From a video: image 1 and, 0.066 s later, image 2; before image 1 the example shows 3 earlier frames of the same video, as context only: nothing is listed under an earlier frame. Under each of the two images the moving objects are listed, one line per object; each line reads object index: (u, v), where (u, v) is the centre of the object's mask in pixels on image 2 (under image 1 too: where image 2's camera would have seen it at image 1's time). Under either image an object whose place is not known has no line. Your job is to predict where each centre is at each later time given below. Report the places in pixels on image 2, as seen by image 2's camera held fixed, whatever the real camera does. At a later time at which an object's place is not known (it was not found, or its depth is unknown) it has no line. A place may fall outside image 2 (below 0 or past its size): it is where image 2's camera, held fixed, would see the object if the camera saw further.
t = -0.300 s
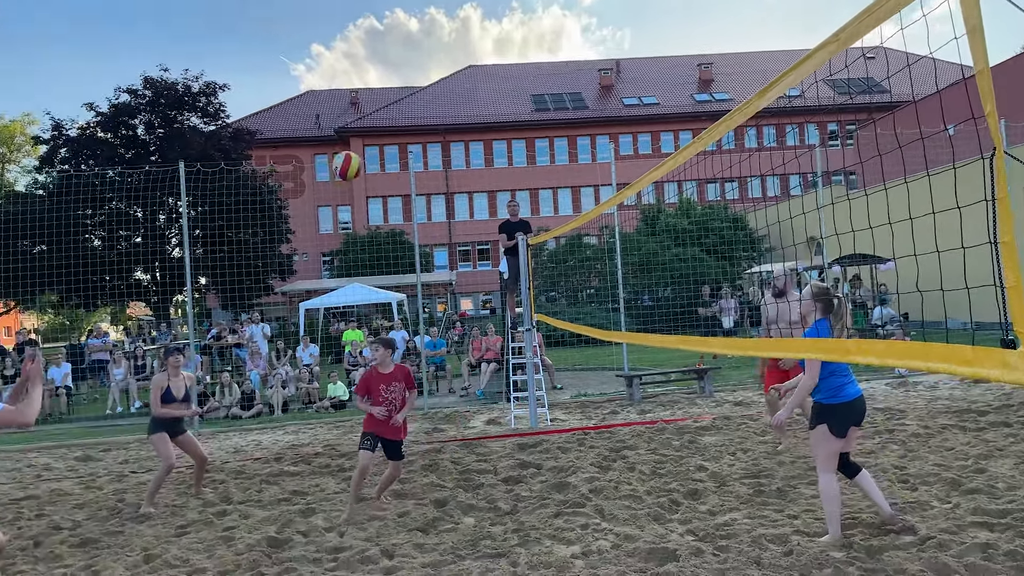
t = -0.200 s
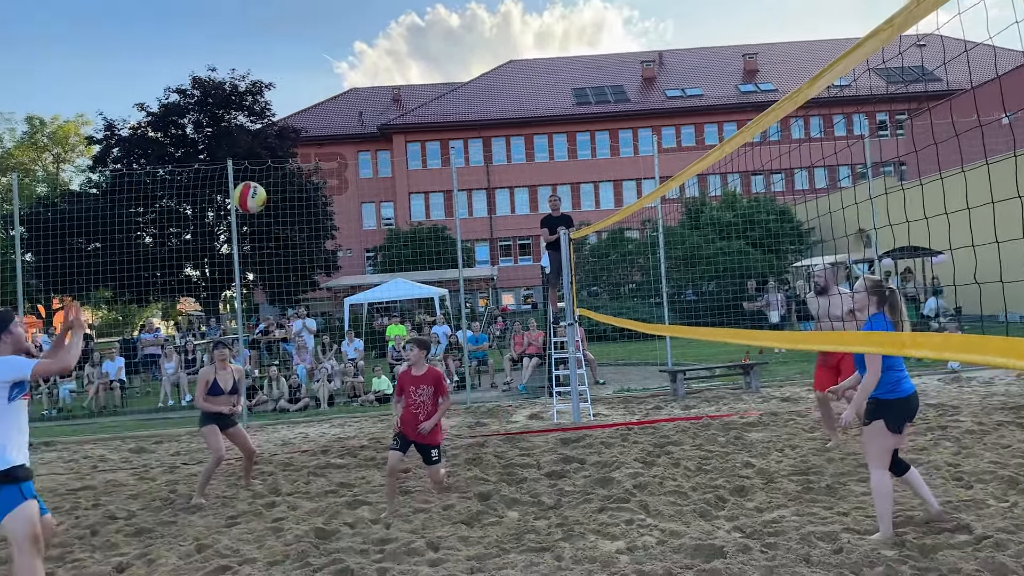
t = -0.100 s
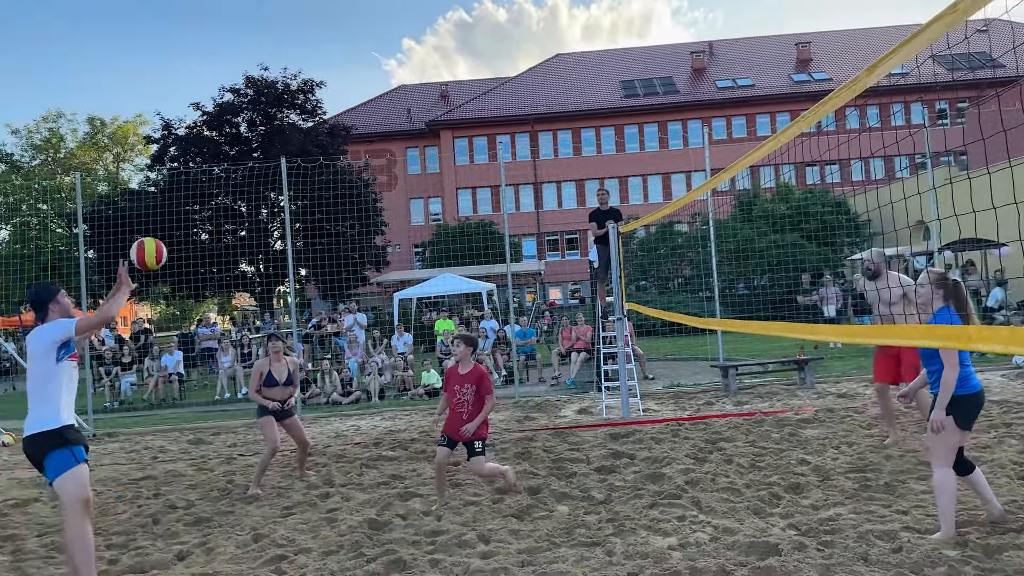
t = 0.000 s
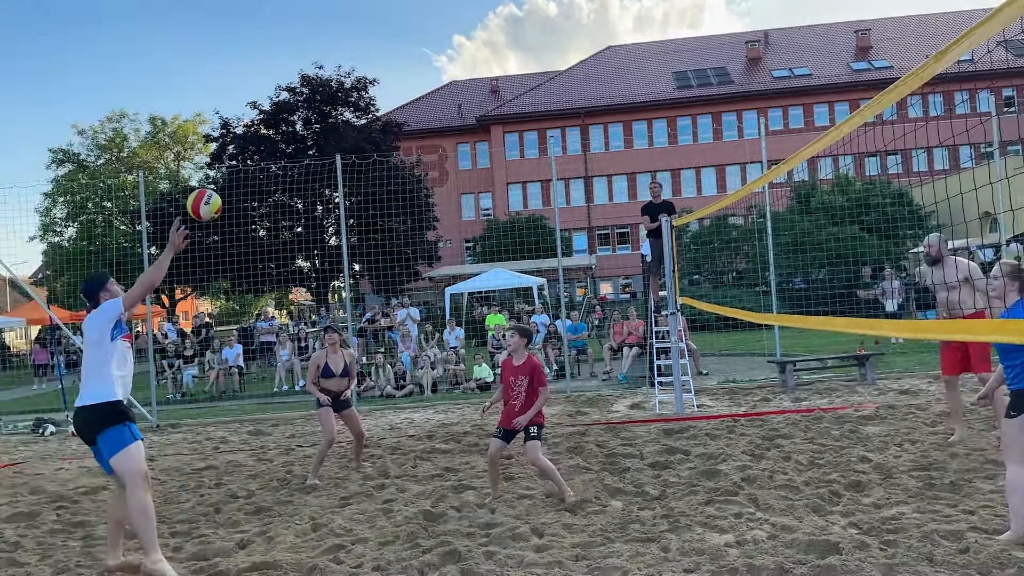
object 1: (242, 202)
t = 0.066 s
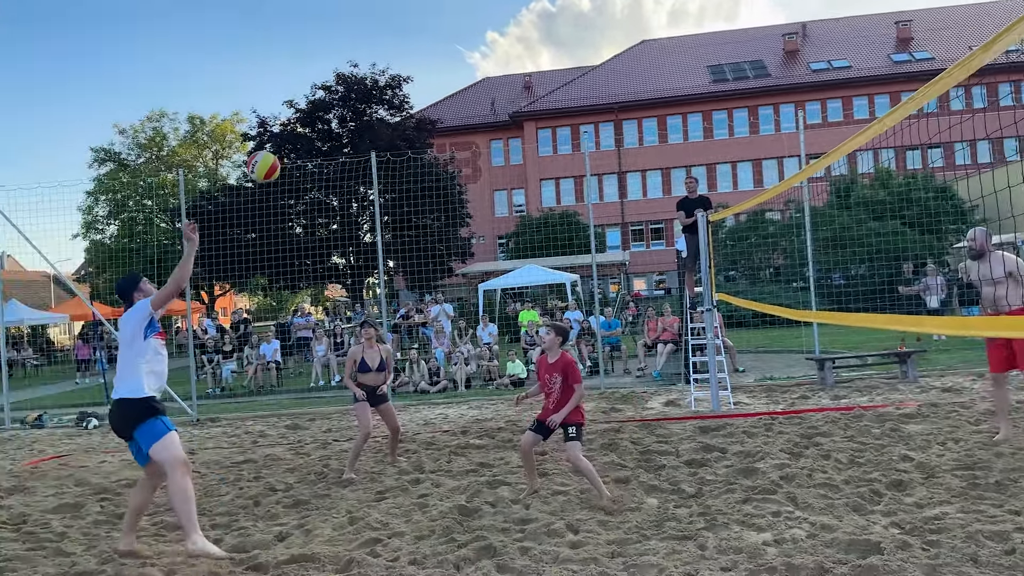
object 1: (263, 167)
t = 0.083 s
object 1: (268, 159)
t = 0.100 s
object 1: (274, 152)
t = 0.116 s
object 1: (279, 145)
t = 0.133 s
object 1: (285, 139)
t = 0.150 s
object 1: (292, 133)
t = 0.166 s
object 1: (298, 127)
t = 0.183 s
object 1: (305, 121)
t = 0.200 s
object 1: (312, 116)
